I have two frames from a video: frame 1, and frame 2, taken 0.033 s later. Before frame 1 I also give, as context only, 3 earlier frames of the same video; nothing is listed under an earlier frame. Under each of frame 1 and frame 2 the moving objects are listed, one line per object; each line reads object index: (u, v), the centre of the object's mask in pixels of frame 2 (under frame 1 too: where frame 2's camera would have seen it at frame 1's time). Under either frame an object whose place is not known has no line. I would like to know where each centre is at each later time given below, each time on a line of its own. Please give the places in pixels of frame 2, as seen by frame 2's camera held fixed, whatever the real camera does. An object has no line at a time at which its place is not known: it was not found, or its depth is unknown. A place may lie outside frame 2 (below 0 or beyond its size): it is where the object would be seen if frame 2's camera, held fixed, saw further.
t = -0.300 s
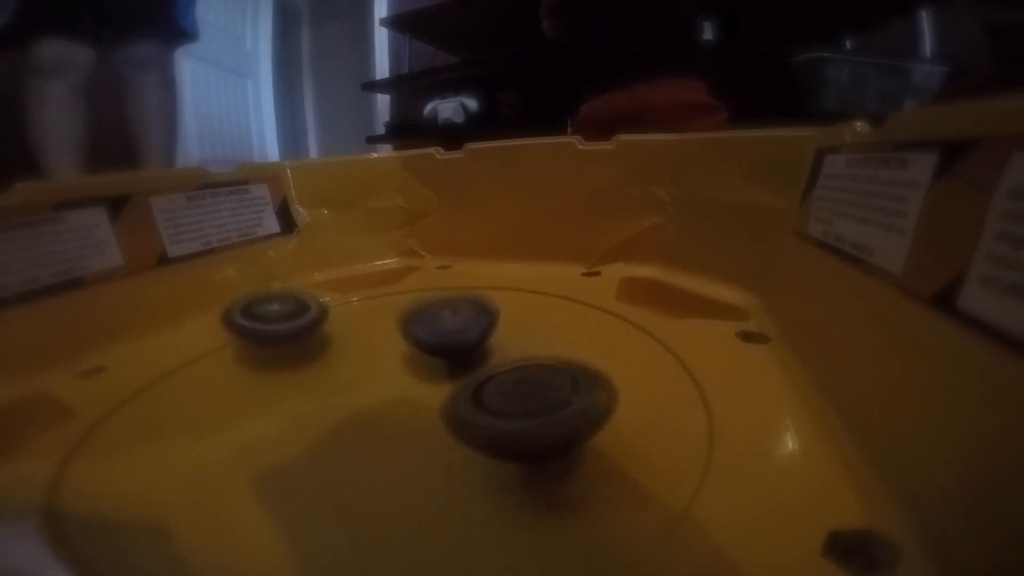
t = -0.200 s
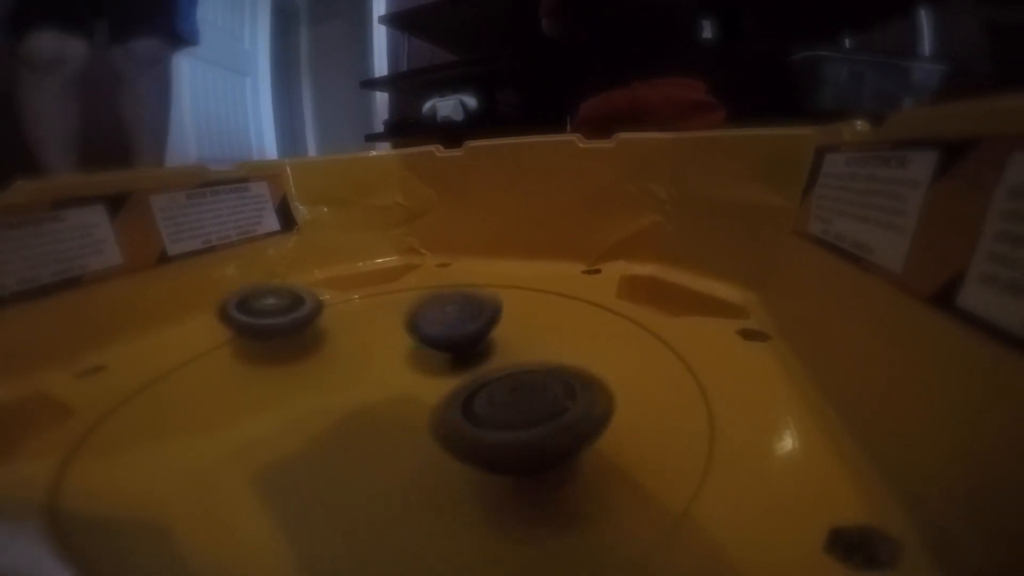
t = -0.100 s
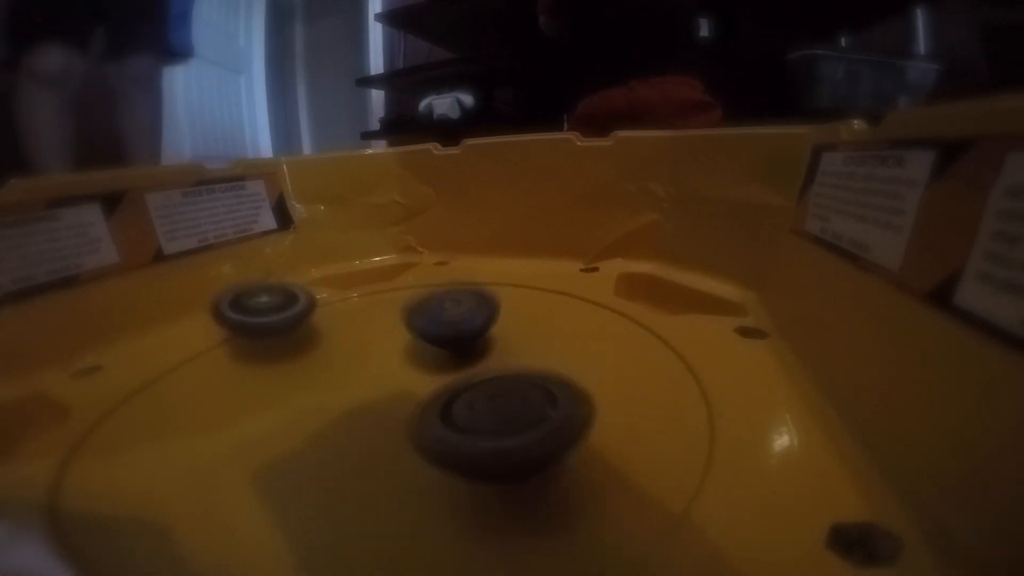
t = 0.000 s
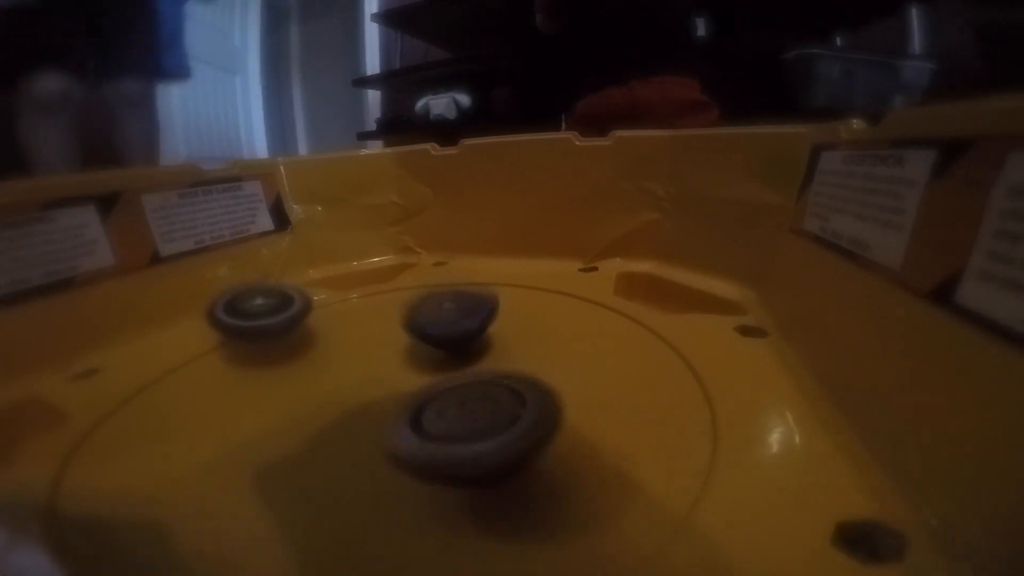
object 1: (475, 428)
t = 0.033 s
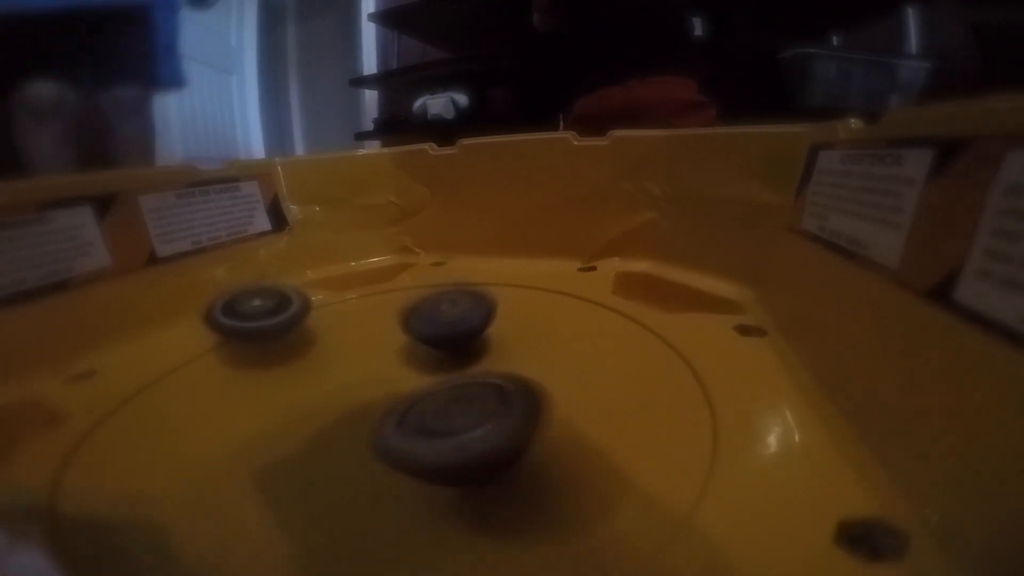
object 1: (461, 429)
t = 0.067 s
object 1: (449, 428)
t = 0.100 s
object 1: (438, 425)
